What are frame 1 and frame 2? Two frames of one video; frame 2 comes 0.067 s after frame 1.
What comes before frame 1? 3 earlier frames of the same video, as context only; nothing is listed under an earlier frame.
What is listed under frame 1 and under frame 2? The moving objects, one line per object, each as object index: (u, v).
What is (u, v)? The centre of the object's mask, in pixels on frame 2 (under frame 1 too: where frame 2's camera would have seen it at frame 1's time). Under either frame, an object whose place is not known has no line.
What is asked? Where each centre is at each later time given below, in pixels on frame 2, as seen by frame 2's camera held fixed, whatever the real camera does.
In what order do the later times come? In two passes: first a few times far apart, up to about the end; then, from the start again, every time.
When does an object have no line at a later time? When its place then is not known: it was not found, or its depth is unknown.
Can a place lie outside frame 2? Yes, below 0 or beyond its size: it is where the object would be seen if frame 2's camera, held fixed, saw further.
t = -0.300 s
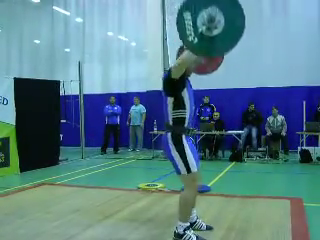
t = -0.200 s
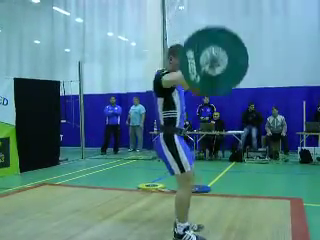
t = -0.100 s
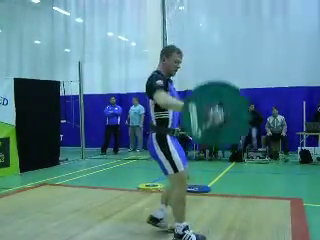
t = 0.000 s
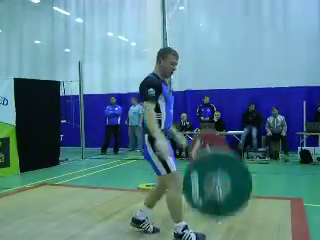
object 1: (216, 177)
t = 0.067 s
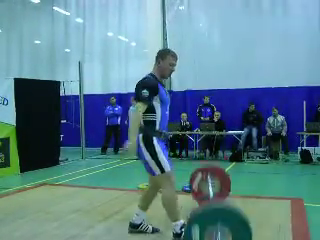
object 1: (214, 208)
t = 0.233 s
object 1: (218, 196)
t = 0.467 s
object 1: (219, 189)
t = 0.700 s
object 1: (222, 208)
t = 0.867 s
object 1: (215, 206)
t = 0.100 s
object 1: (214, 212)
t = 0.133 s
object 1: (215, 209)
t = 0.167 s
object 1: (216, 206)
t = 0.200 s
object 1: (217, 201)
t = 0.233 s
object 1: (218, 196)
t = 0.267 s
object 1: (218, 191)
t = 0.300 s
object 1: (218, 188)
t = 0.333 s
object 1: (218, 185)
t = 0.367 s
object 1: (220, 184)
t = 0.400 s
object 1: (219, 185)
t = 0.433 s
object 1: (220, 186)
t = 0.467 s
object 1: (219, 189)
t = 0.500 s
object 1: (219, 194)
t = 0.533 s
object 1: (221, 199)
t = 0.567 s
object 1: (219, 203)
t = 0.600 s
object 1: (220, 206)
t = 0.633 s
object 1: (222, 209)
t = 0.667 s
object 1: (221, 209)
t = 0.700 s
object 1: (222, 208)
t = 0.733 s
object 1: (220, 206)
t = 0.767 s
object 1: (217, 205)
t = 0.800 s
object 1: (214, 206)
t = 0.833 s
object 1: (215, 205)
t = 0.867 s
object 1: (215, 206)
